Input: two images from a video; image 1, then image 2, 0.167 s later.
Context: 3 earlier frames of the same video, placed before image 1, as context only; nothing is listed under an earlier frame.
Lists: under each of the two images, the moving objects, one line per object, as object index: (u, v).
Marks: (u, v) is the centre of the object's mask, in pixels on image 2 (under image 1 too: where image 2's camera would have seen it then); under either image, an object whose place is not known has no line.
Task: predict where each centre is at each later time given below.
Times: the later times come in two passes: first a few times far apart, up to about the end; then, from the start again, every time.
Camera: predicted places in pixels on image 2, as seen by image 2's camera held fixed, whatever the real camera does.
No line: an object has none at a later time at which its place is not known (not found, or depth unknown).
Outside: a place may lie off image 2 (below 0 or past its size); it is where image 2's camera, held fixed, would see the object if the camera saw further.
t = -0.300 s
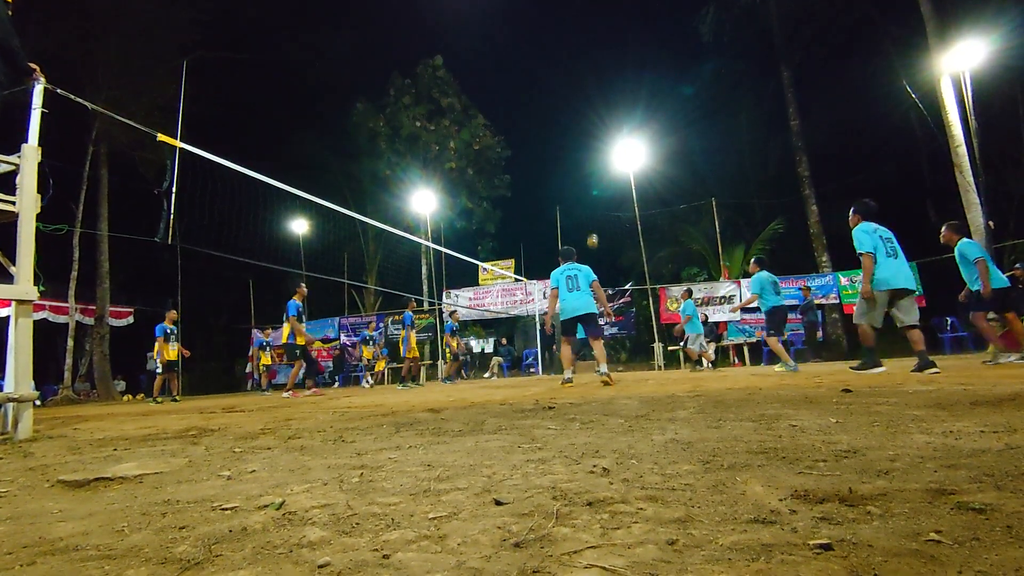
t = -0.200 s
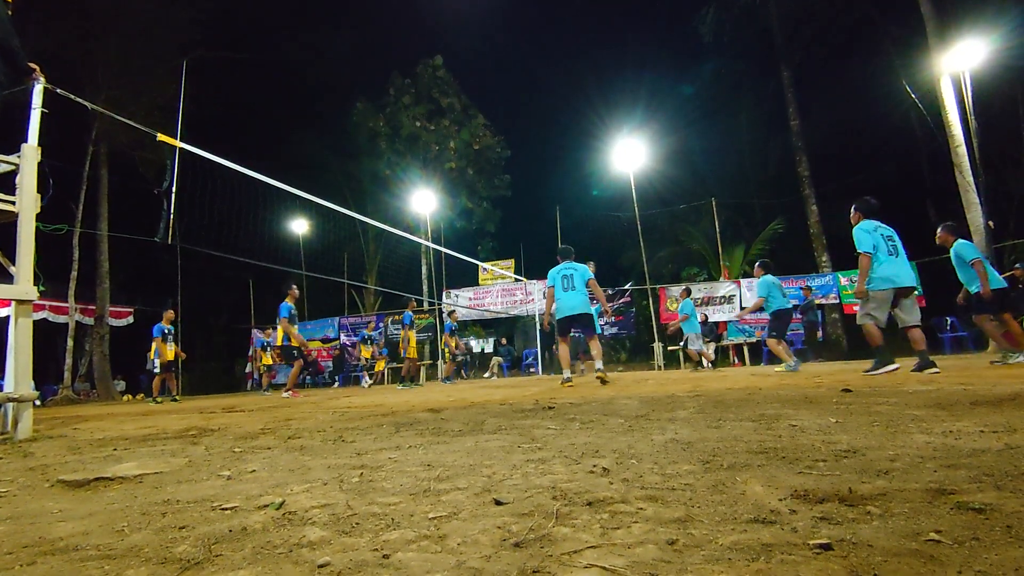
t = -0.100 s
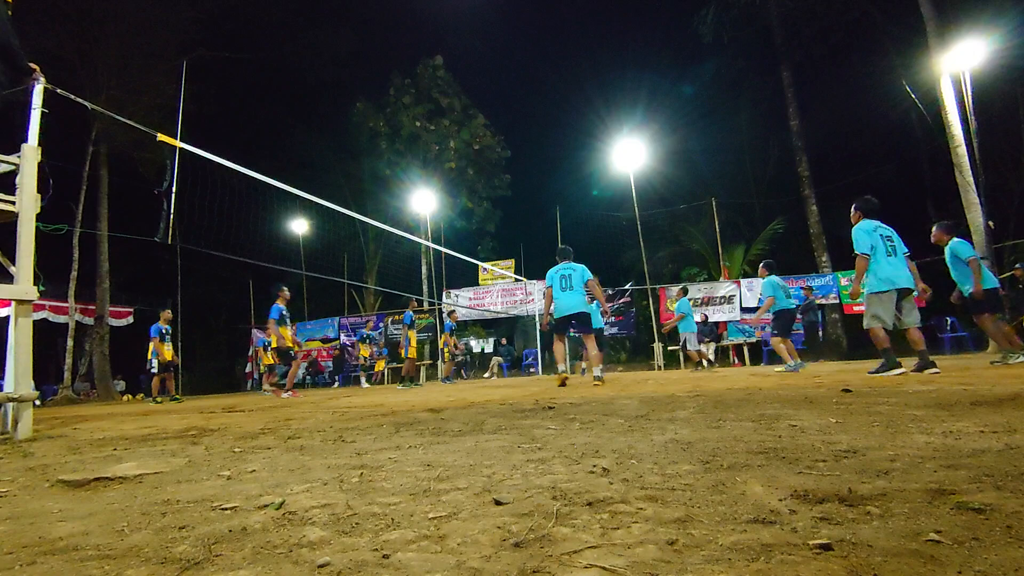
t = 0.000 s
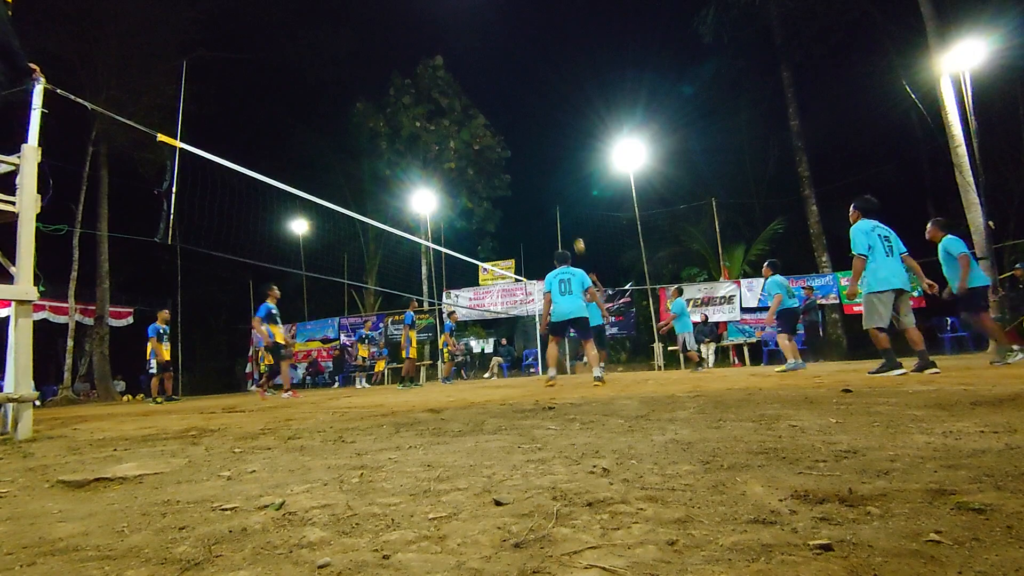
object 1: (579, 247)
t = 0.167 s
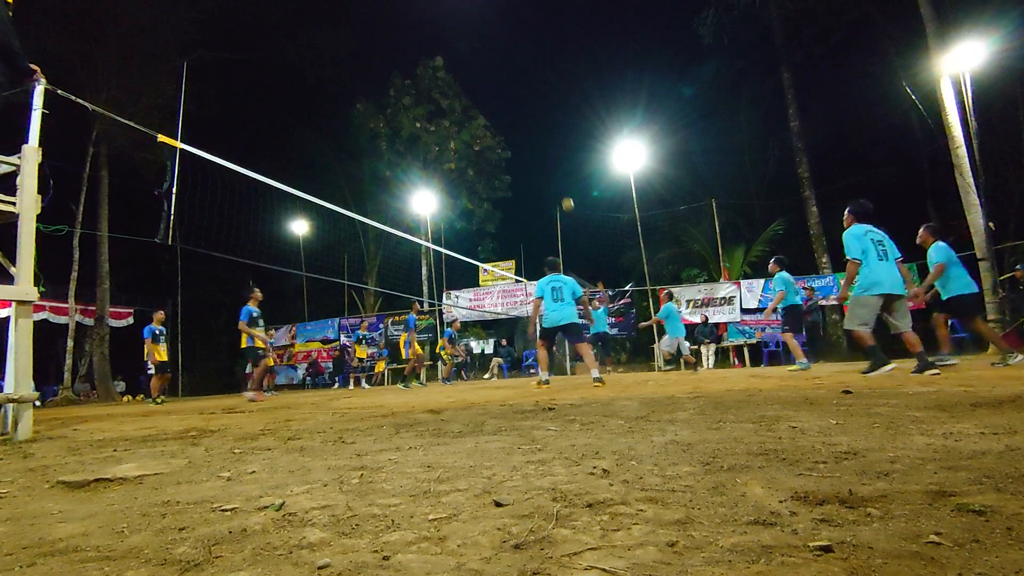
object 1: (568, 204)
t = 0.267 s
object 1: (561, 184)
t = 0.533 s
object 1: (545, 152)
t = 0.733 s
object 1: (533, 150)
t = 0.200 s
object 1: (566, 197)
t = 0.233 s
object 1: (563, 190)
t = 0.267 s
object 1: (561, 184)
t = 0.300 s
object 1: (559, 179)
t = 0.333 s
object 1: (557, 173)
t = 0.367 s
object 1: (555, 168)
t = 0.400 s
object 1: (553, 164)
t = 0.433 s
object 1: (551, 160)
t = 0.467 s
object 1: (549, 157)
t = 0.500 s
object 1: (547, 154)
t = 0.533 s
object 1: (545, 152)
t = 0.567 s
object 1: (543, 150)
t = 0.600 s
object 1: (541, 149)
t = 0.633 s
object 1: (539, 148)
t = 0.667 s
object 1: (537, 148)
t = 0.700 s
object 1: (535, 149)
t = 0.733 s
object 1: (533, 150)
